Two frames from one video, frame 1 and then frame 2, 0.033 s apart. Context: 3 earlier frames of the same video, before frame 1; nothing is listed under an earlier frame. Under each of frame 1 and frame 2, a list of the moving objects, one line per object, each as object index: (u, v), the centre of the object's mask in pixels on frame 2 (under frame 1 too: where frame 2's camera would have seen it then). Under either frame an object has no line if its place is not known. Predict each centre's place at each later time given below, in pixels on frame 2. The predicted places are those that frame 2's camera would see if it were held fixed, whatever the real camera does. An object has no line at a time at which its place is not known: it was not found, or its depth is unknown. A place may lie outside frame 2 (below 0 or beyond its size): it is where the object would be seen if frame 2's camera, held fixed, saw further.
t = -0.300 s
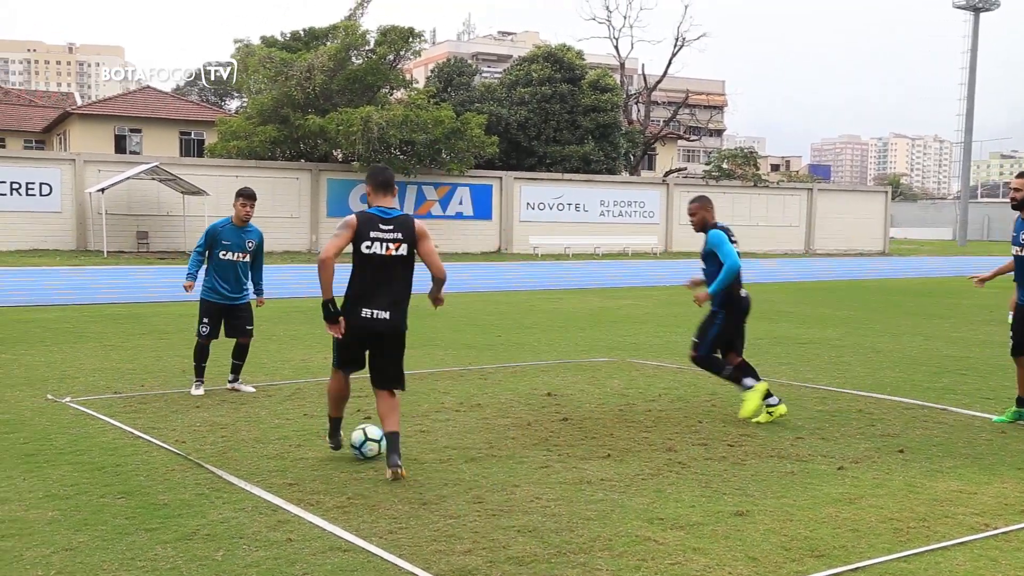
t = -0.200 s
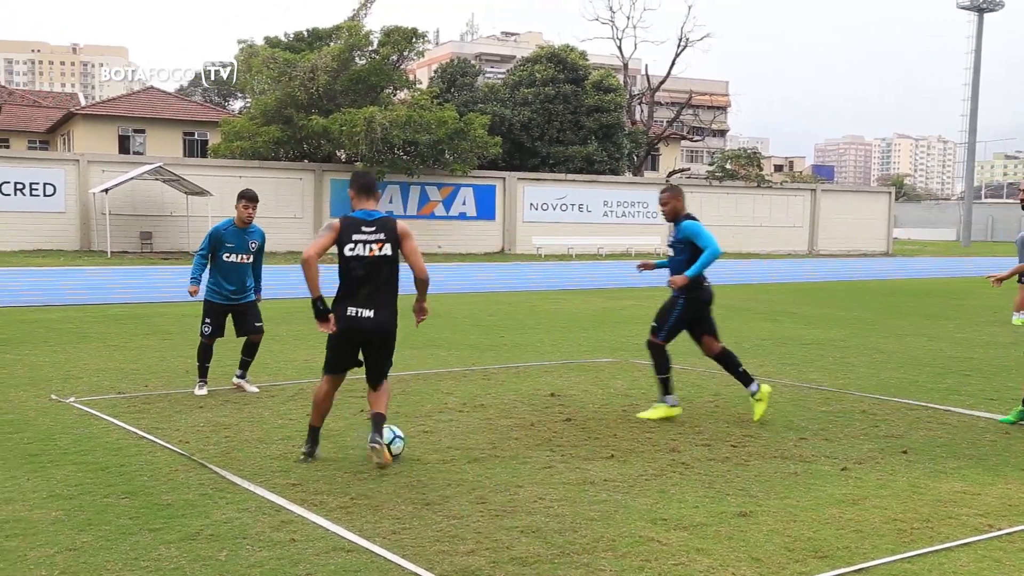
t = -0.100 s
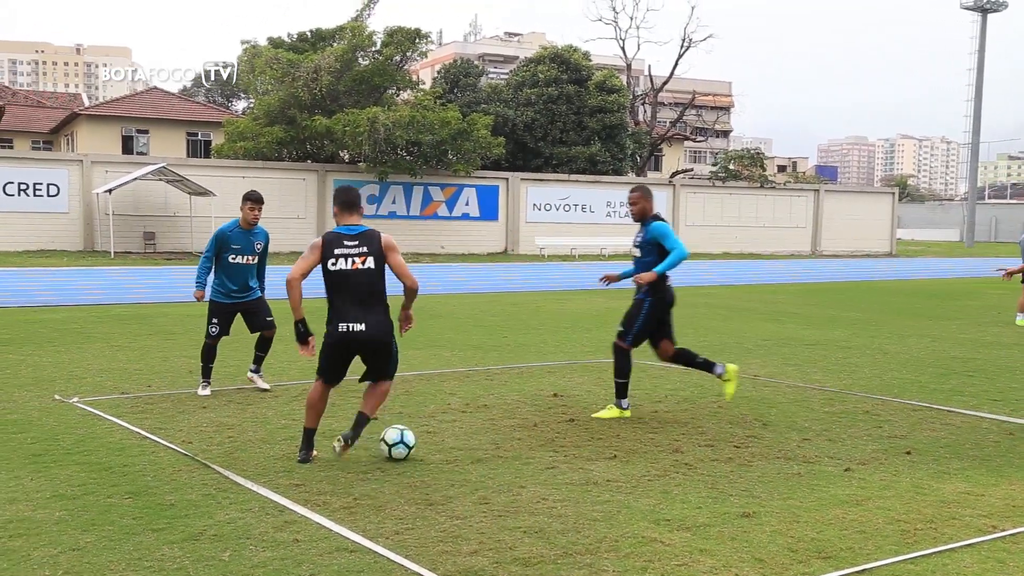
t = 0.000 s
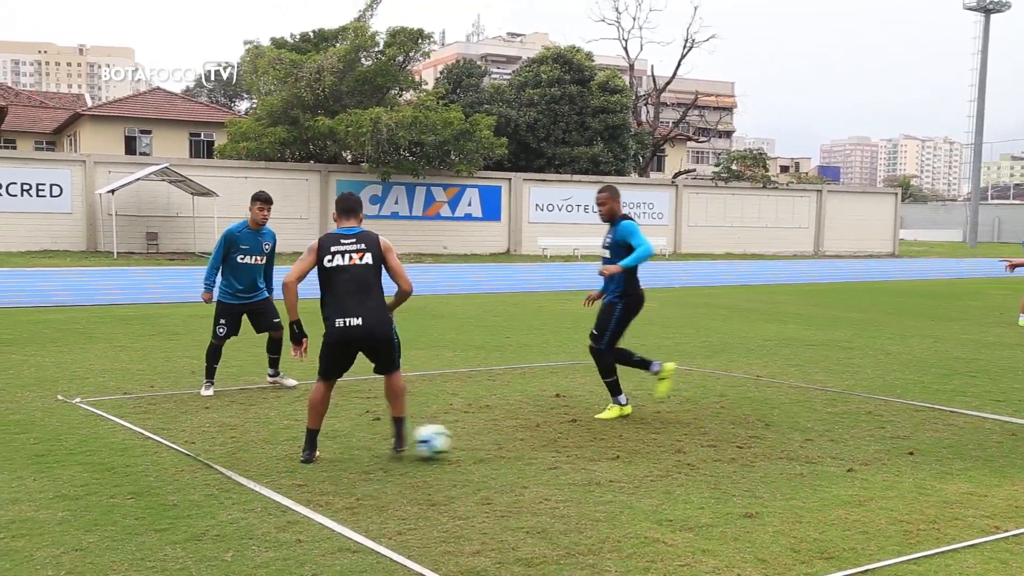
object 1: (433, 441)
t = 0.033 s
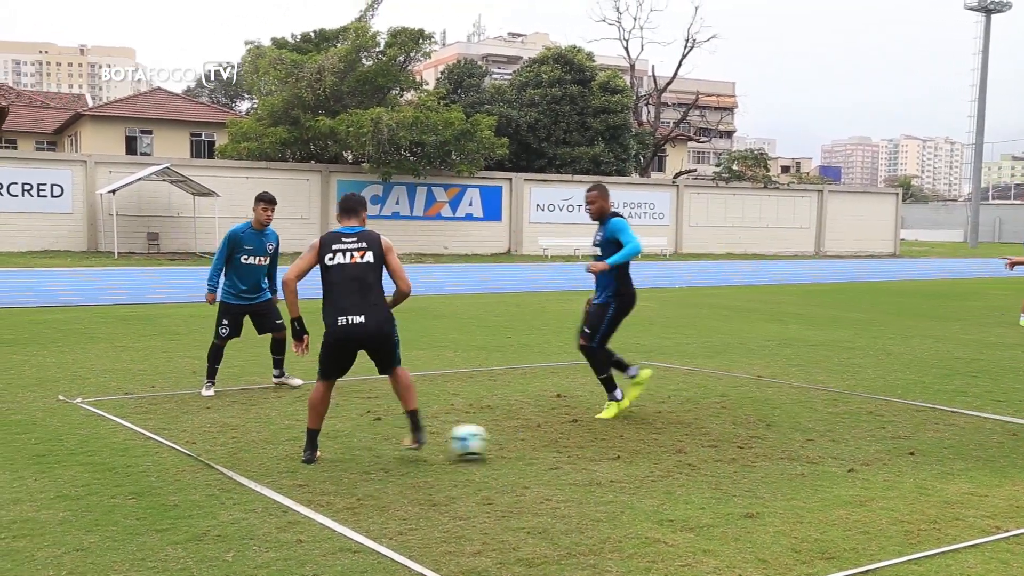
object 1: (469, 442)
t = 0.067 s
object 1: (505, 442)
